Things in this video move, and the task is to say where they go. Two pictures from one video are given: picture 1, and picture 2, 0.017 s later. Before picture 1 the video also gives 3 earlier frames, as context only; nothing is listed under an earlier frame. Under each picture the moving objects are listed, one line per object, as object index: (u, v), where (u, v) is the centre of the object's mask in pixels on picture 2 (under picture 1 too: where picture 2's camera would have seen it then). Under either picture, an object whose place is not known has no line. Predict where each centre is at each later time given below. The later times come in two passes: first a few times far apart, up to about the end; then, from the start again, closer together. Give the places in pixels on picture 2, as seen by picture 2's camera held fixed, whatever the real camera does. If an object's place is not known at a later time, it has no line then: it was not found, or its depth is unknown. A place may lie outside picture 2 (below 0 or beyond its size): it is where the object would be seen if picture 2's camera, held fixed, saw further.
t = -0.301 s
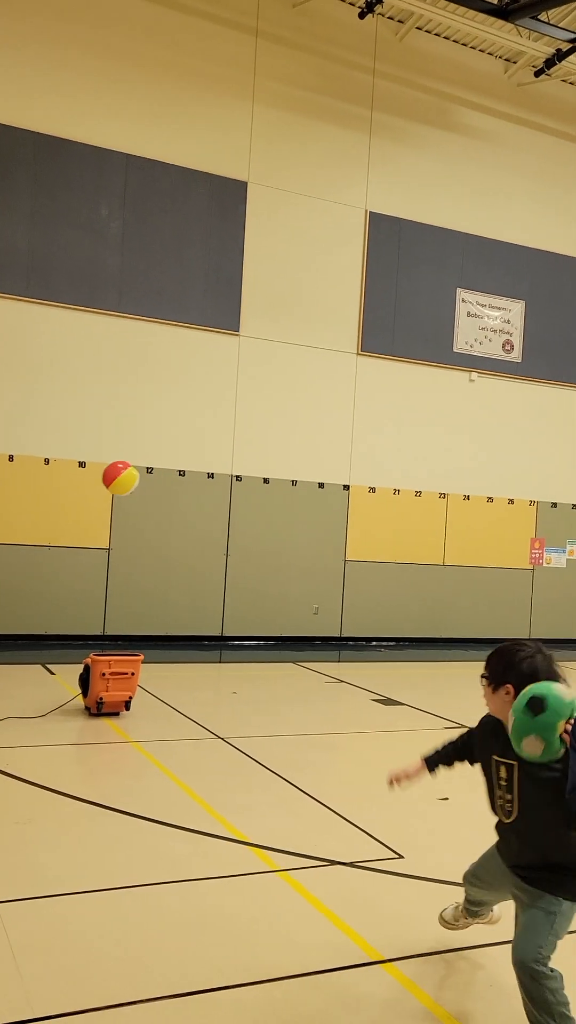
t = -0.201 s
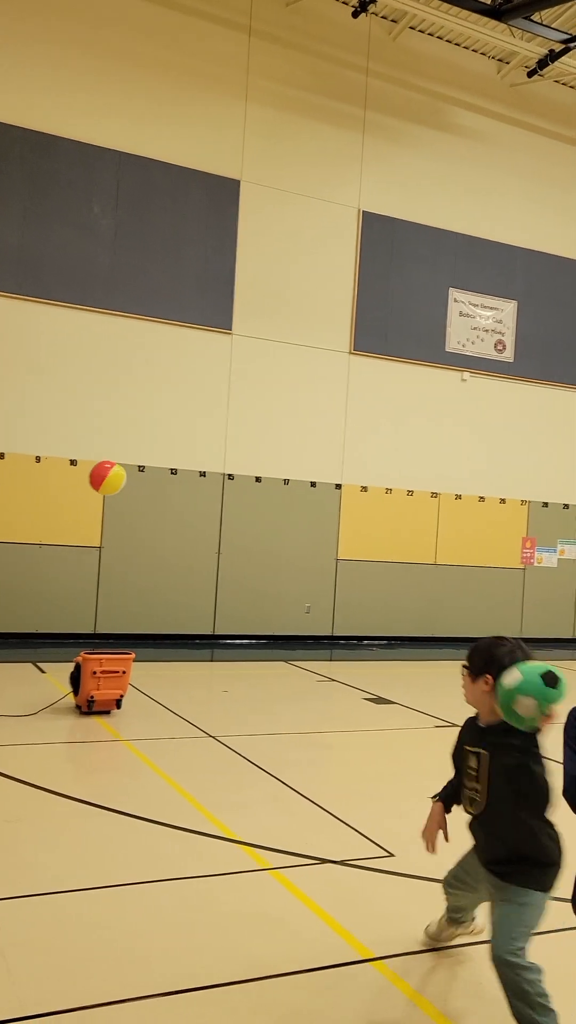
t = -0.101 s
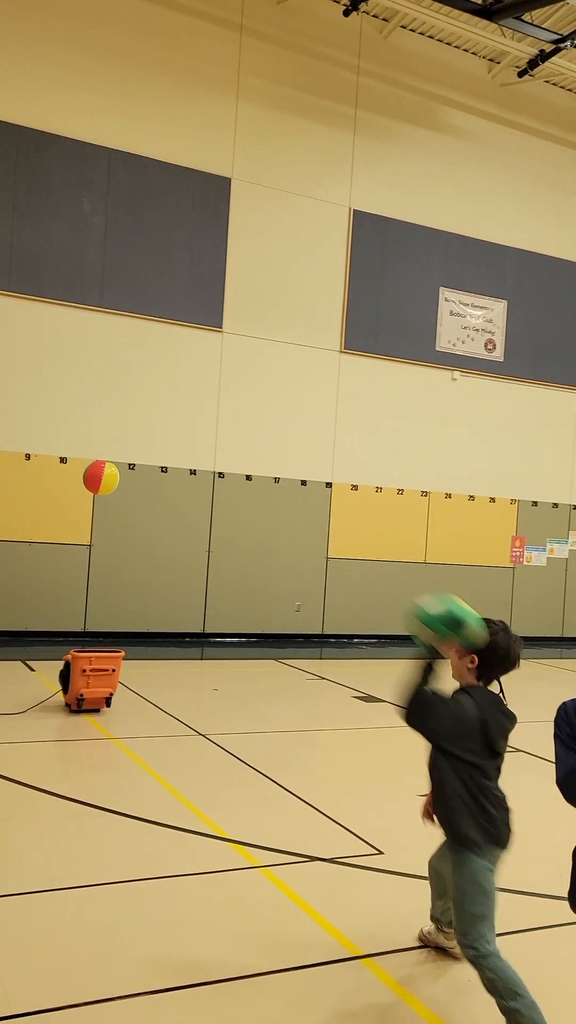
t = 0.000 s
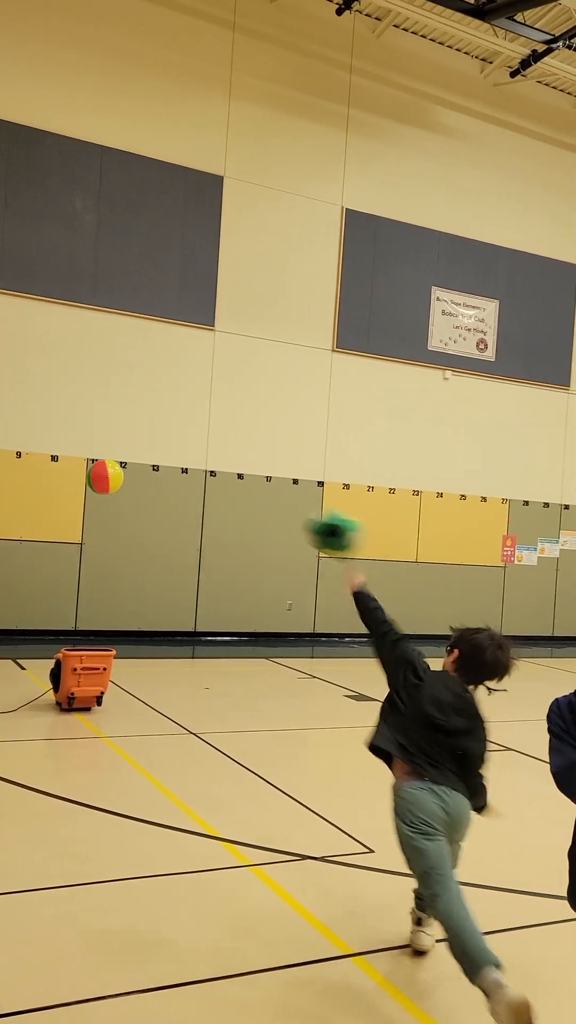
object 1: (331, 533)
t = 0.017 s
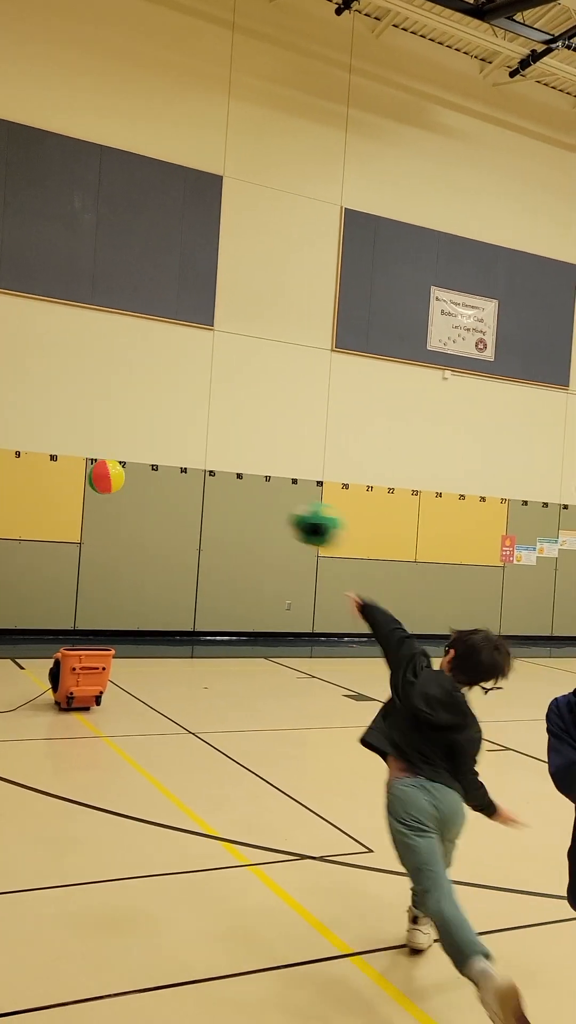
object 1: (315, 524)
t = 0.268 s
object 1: (163, 505)
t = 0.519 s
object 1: (82, 553)
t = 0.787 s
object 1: (26, 637)
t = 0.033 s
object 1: (300, 518)
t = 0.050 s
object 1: (287, 512)
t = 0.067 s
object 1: (274, 509)
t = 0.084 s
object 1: (262, 507)
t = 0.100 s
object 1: (250, 505)
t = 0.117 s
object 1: (239, 502)
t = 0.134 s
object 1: (230, 500)
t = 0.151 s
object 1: (220, 499)
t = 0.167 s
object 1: (211, 499)
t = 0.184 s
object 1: (202, 499)
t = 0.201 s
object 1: (194, 499)
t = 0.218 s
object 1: (185, 500)
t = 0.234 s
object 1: (178, 501)
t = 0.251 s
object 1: (171, 503)
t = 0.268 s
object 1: (163, 505)
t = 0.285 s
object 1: (156, 507)
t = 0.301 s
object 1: (151, 509)
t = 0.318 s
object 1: (144, 511)
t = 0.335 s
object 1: (137, 514)
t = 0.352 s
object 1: (131, 518)
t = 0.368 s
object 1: (126, 521)
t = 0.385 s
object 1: (121, 524)
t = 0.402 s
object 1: (115, 528)
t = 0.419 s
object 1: (110, 531)
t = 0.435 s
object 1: (105, 535)
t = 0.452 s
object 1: (100, 539)
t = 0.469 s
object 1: (95, 542)
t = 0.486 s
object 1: (91, 546)
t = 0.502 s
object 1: (86, 550)
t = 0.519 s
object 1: (82, 553)
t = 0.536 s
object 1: (77, 558)
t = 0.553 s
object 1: (74, 563)
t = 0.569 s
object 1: (69, 568)
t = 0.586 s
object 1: (66, 573)
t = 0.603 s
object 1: (62, 577)
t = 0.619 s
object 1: (58, 582)
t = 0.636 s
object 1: (55, 588)
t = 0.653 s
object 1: (51, 594)
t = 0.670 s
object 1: (47, 599)
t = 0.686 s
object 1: (44, 602)
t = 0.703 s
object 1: (41, 608)
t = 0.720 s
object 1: (38, 613)
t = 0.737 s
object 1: (34, 619)
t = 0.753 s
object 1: (30, 626)
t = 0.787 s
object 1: (26, 637)
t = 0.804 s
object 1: (24, 641)
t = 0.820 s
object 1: (22, 648)
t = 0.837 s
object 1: (21, 652)
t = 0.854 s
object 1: (20, 650)
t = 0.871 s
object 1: (19, 648)
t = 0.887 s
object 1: (19, 643)
